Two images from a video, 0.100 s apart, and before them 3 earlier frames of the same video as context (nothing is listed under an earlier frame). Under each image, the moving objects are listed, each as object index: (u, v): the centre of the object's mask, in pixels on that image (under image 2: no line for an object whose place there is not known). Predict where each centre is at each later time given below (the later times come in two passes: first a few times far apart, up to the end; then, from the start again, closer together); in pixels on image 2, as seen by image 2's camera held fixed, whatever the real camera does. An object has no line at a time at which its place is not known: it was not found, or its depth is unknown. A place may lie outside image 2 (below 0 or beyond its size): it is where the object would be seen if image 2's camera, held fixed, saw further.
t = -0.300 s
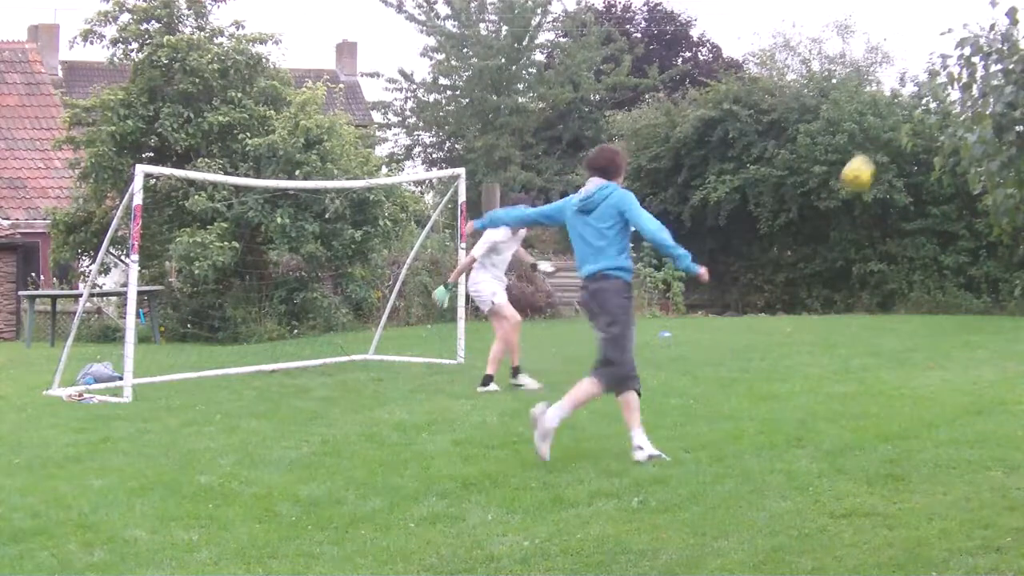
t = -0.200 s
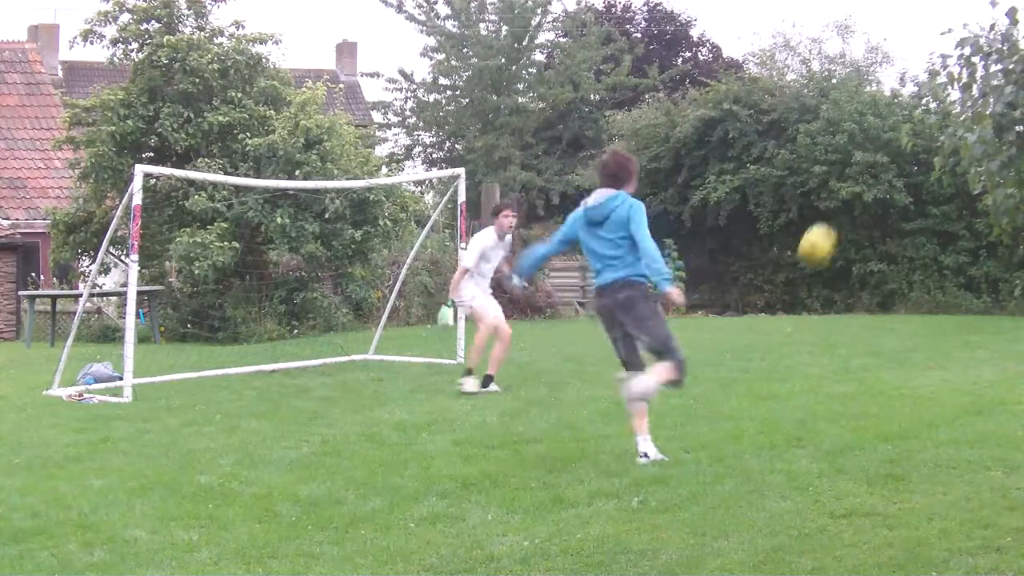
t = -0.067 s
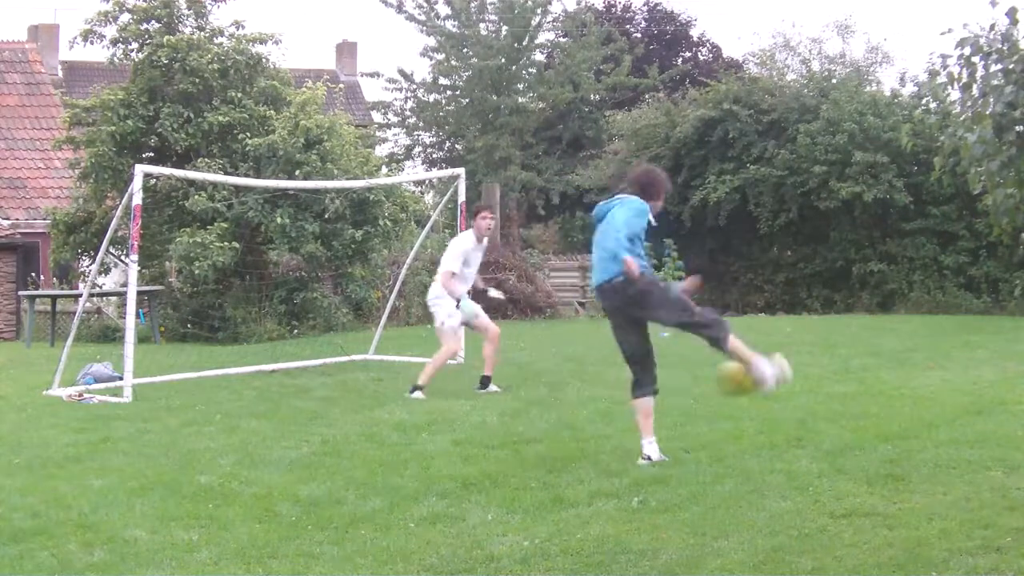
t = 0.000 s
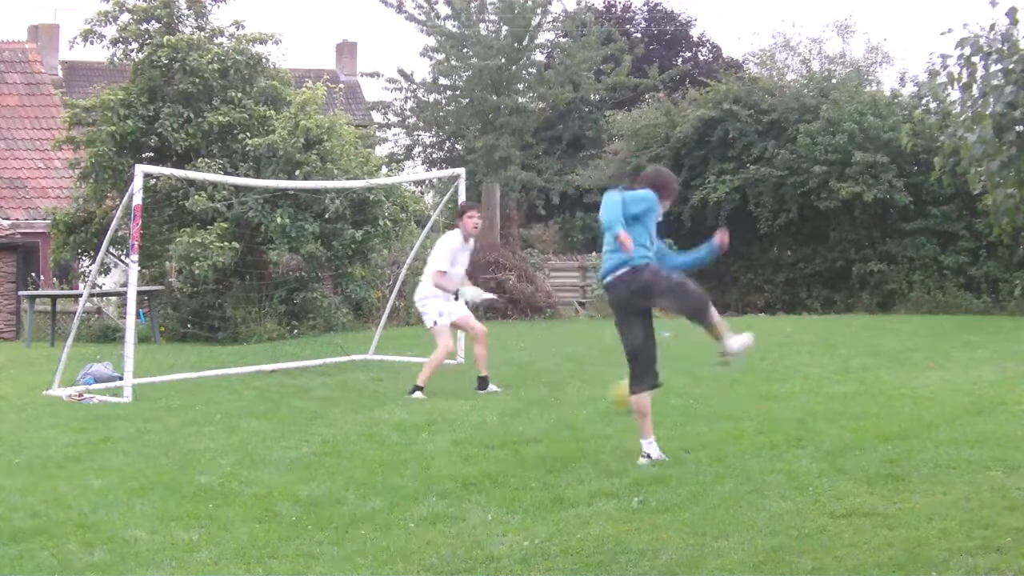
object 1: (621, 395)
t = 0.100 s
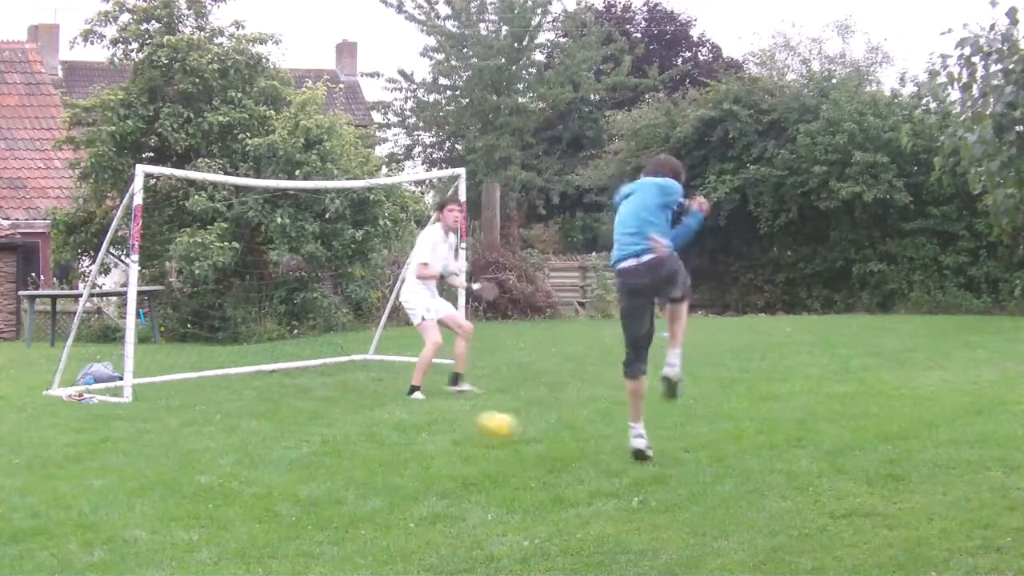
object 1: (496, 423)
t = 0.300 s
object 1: (334, 372)
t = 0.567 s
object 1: (161, 398)
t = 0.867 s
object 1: (38, 391)
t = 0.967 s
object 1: (8, 384)
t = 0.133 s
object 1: (466, 415)
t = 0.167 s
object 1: (439, 402)
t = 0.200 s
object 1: (411, 391)
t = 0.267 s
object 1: (358, 376)
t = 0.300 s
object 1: (334, 372)
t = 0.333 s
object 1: (310, 370)
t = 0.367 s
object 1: (285, 369)
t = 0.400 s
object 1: (264, 370)
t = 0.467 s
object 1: (220, 377)
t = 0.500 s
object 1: (200, 383)
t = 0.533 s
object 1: (180, 391)
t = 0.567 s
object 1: (161, 398)
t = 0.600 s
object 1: (145, 397)
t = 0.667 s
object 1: (114, 389)
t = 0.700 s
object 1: (102, 386)
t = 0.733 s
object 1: (88, 385)
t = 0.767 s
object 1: (75, 386)
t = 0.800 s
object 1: (63, 388)
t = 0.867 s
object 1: (38, 391)
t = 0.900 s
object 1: (26, 388)
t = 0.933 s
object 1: (16, 386)
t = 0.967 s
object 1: (8, 384)
